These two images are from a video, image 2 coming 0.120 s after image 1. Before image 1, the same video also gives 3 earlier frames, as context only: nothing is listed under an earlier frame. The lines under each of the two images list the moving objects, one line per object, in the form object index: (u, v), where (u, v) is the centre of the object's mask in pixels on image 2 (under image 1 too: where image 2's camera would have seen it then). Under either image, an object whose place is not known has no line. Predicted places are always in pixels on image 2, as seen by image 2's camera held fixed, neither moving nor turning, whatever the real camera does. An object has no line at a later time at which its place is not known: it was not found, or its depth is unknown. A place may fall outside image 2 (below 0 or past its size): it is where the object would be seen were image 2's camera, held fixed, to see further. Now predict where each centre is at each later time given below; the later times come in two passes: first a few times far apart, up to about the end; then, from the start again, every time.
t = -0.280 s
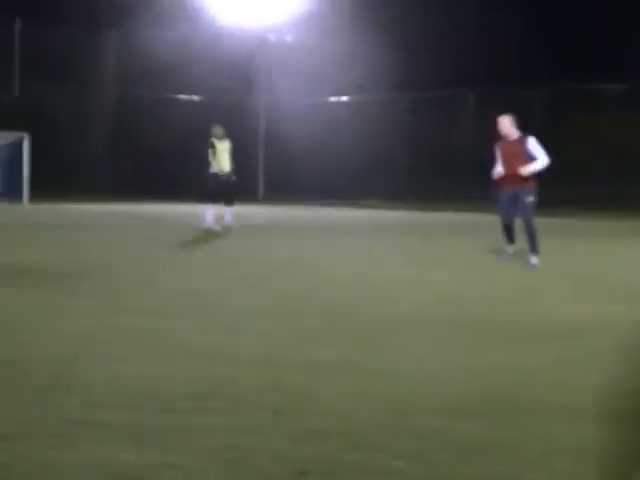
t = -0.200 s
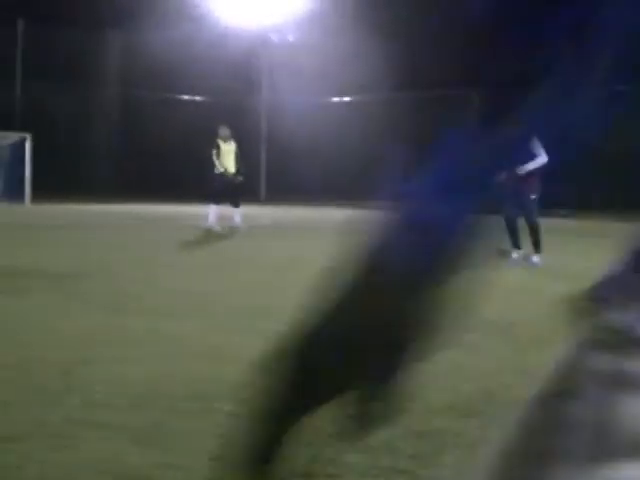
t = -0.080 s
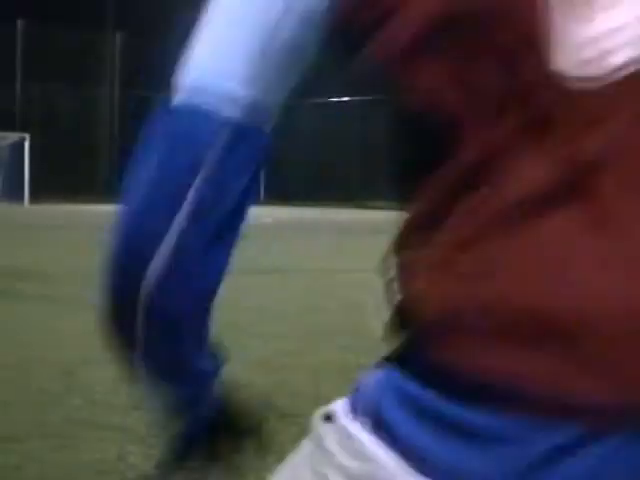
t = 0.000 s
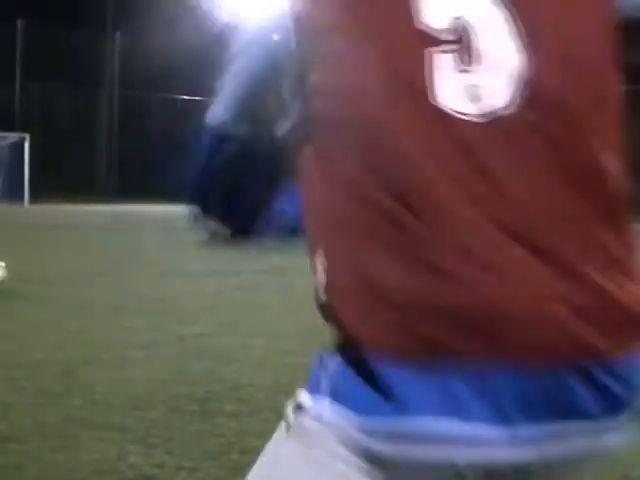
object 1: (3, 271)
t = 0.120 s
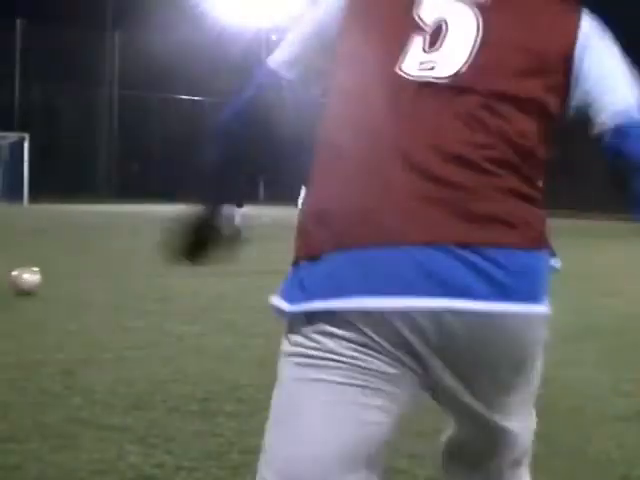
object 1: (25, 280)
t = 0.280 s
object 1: (70, 287)
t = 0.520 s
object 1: (146, 302)
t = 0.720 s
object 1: (217, 311)
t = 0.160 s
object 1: (36, 280)
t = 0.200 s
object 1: (48, 283)
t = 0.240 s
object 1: (60, 288)
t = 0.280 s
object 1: (70, 287)
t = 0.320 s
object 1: (81, 288)
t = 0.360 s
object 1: (95, 292)
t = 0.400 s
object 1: (107, 296)
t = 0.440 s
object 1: (118, 297)
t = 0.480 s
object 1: (133, 301)
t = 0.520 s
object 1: (146, 302)
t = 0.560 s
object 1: (160, 302)
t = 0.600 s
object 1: (174, 307)
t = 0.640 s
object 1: (189, 309)
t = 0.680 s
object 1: (202, 309)
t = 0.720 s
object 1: (217, 311)
